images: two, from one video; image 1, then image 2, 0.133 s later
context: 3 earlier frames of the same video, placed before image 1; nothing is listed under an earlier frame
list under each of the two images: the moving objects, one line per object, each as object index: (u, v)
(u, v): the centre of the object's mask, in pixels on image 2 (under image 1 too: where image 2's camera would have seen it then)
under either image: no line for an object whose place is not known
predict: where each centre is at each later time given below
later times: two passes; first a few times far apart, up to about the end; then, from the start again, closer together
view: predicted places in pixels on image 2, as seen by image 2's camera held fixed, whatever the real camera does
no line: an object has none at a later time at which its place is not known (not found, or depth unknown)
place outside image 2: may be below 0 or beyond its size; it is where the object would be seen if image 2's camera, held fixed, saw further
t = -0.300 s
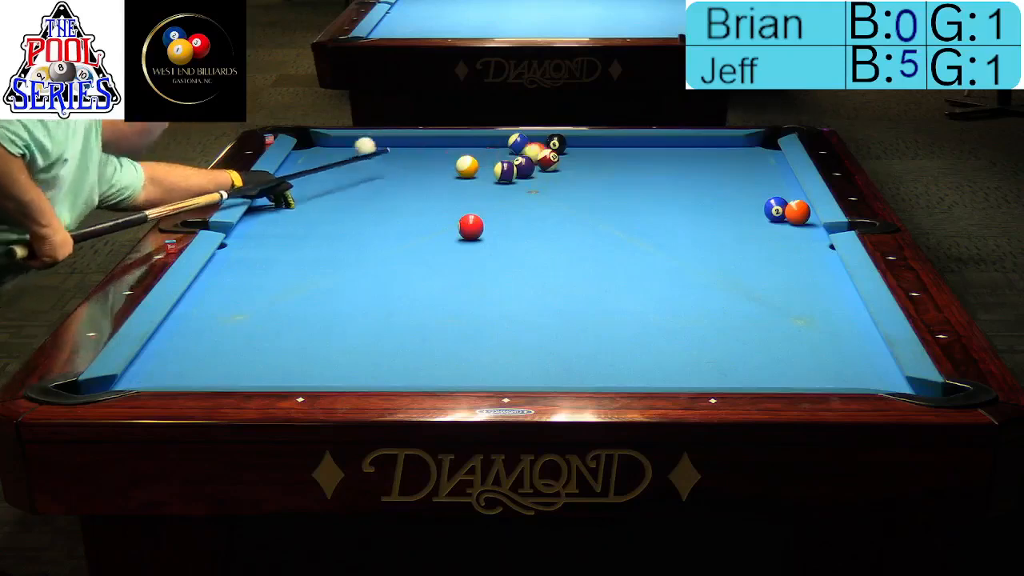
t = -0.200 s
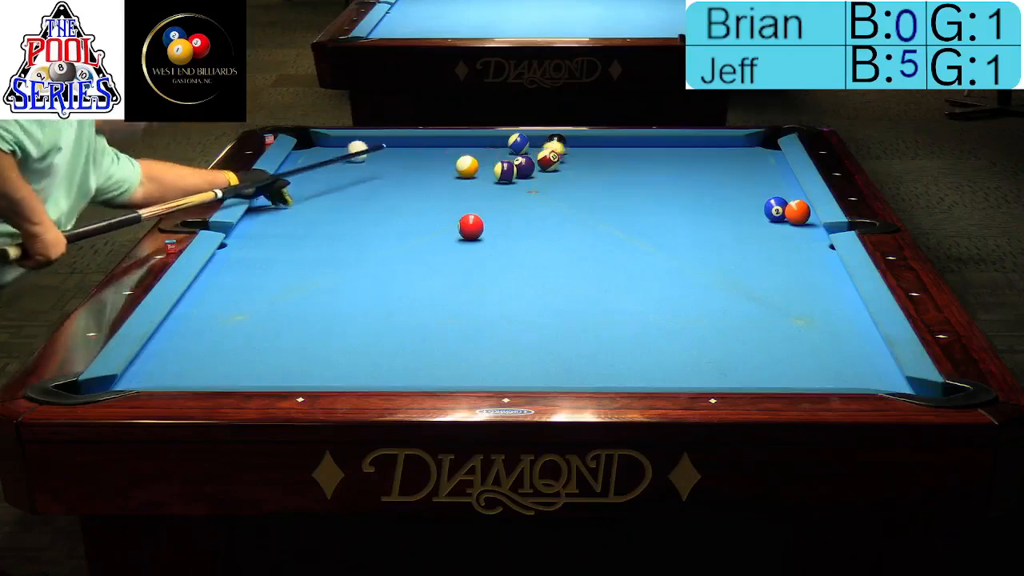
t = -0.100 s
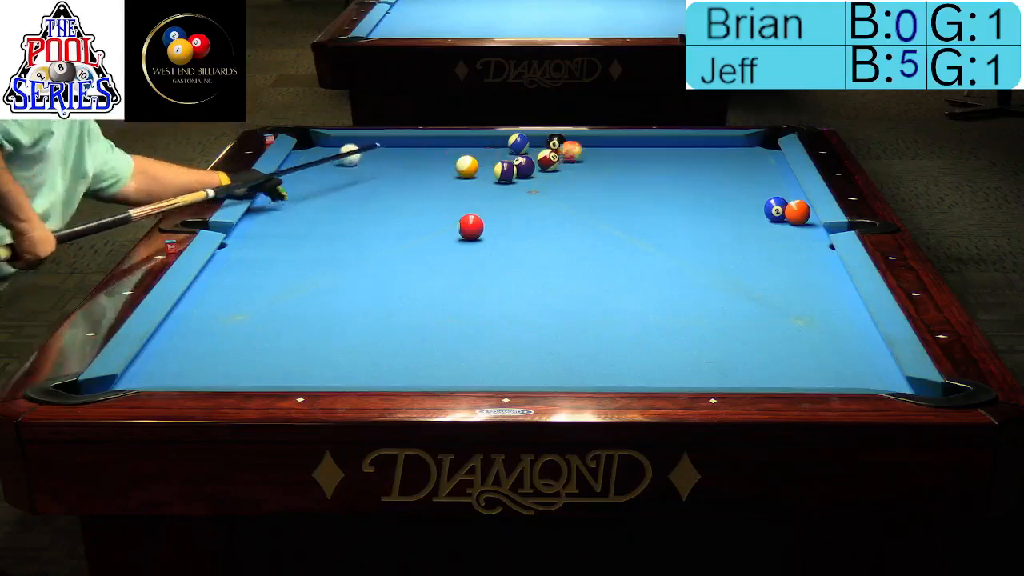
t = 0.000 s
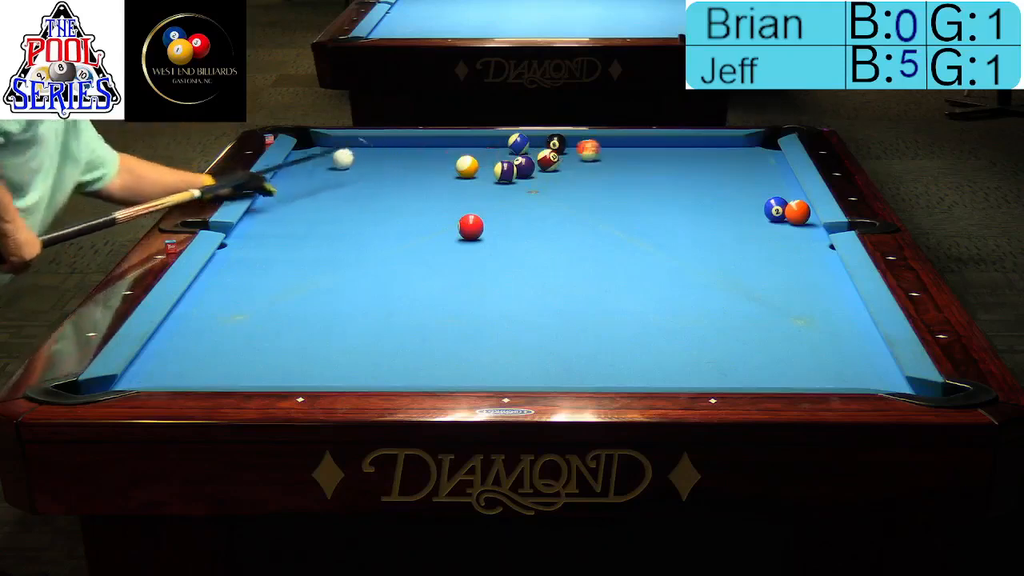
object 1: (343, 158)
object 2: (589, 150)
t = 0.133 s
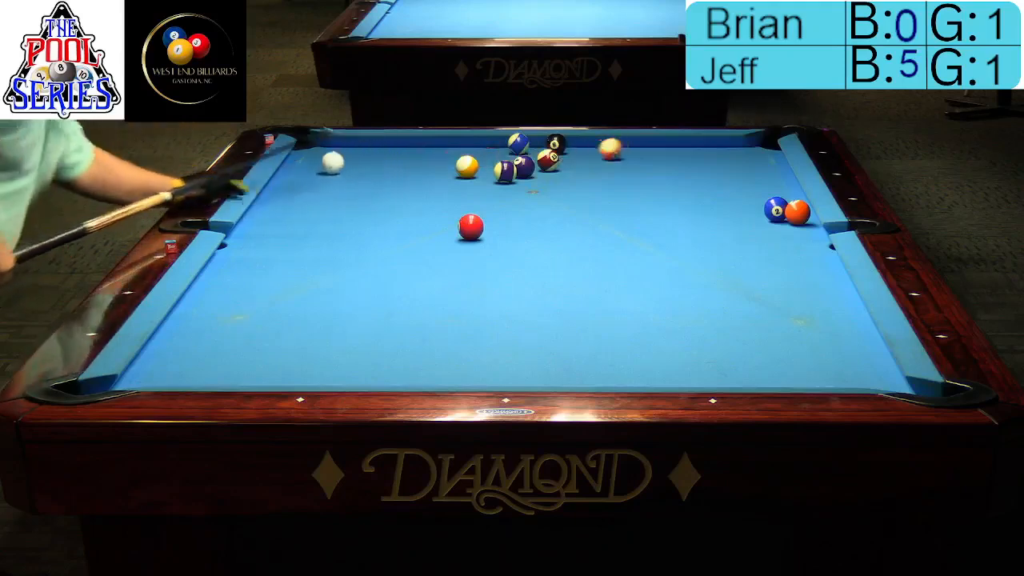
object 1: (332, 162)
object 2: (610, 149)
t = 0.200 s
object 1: (327, 164)
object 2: (622, 148)
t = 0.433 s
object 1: (310, 173)
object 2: (658, 147)
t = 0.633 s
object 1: (295, 180)
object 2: (689, 145)
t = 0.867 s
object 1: (277, 188)
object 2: (721, 143)
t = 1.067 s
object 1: (275, 194)
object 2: (749, 142)
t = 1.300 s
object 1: (279, 200)
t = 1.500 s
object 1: (281, 205)
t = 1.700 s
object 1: (284, 210)
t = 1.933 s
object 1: (287, 215)
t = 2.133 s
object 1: (290, 220)
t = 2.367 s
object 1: (293, 225)
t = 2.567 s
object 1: (295, 229)
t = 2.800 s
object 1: (298, 233)
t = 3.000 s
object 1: (301, 236)
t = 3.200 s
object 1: (303, 240)
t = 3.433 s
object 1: (305, 243)
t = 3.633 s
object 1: (307, 245)
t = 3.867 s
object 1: (309, 248)
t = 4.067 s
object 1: (311, 250)
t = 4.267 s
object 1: (313, 251)
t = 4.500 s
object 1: (315, 252)
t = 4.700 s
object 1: (316, 253)
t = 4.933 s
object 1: (316, 253)
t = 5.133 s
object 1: (316, 253)
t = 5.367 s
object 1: (316, 252)
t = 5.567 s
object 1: (316, 252)
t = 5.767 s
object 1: (316, 252)
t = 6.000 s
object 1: (316, 252)
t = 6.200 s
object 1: (316, 252)
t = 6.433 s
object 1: (316, 253)
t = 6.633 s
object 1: (316, 253)
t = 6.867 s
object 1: (316, 253)
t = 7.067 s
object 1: (316, 253)
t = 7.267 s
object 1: (316, 253)
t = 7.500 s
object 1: (316, 253)
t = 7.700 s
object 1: (316, 253)
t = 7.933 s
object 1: (316, 253)
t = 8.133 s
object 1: (316, 252)
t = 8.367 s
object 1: (316, 253)
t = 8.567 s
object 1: (316, 253)
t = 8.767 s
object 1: (316, 253)
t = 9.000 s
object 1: (316, 253)
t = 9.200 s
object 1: (316, 253)
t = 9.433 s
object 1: (316, 253)
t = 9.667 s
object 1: (316, 253)
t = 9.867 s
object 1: (316, 253)
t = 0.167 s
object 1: (330, 163)
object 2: (616, 148)
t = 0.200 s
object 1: (327, 164)
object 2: (622, 148)
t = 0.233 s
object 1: (325, 166)
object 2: (627, 148)
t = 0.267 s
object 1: (322, 167)
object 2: (632, 148)
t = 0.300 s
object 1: (320, 168)
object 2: (638, 147)
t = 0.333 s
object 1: (318, 169)
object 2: (643, 147)
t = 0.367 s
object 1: (315, 171)
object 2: (648, 147)
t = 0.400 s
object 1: (312, 172)
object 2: (654, 147)
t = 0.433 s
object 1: (310, 173)
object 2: (658, 147)
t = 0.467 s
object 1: (307, 174)
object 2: (663, 146)
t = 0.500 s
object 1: (305, 175)
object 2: (668, 146)
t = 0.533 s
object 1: (302, 176)
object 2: (673, 145)
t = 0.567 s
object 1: (299, 178)
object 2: (679, 145)
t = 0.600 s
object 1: (297, 179)
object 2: (684, 145)
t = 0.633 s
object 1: (295, 180)
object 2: (689, 145)
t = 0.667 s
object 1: (292, 181)
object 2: (694, 145)
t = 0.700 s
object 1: (290, 182)
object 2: (698, 144)
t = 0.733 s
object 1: (287, 184)
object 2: (703, 144)
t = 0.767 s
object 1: (284, 185)
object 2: (707, 144)
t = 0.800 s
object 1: (281, 186)
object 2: (712, 144)
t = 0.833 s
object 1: (279, 187)
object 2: (717, 144)
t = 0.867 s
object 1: (277, 188)
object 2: (721, 143)
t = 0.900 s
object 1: (274, 189)
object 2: (726, 143)
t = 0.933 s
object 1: (274, 190)
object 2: (731, 143)
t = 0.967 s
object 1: (274, 191)
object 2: (734, 142)
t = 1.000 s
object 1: (274, 192)
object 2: (739, 142)
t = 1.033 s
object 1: (275, 193)
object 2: (744, 142)
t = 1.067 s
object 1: (275, 194)
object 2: (749, 142)
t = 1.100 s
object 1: (276, 195)
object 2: (753, 141)
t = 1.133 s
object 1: (276, 195)
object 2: (758, 142)
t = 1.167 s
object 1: (277, 196)
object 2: (761, 141)
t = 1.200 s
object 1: (277, 197)
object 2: (766, 141)
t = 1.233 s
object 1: (278, 198)
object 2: (769, 141)
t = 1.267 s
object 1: (278, 199)
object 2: (772, 140)
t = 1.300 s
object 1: (279, 200)
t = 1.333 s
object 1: (279, 201)
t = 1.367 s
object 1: (280, 202)
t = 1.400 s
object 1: (280, 202)
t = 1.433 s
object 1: (281, 203)
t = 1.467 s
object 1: (281, 204)
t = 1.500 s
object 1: (281, 205)
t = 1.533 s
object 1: (282, 206)
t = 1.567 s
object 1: (282, 207)
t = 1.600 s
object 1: (283, 207)
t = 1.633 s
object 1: (283, 208)
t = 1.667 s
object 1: (284, 209)
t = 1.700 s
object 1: (284, 210)
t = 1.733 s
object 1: (284, 211)
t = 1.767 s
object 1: (285, 212)
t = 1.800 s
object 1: (285, 212)
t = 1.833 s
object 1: (286, 213)
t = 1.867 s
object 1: (286, 214)
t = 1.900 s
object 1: (287, 215)
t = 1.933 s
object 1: (287, 215)
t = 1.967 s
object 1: (288, 216)
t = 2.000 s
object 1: (288, 217)
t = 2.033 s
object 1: (288, 218)
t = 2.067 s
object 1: (289, 218)
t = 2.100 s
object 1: (289, 219)
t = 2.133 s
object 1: (290, 220)
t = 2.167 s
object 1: (290, 221)
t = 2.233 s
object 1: (291, 222)
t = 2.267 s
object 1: (291, 223)
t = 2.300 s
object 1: (291, 223)
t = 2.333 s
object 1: (292, 224)
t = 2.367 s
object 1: (293, 225)
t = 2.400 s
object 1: (293, 226)
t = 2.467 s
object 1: (294, 227)
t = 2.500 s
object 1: (294, 227)
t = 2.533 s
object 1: (294, 228)
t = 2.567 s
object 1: (295, 229)
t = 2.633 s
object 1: (296, 230)
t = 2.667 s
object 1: (296, 231)
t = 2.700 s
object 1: (297, 232)
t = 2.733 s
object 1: (297, 232)
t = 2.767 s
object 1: (298, 233)
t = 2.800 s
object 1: (298, 233)
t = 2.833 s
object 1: (299, 234)
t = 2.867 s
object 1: (299, 234)
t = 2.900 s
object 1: (300, 235)
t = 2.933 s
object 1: (301, 237)
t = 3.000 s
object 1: (301, 236)
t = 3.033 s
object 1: (301, 237)
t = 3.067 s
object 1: (302, 238)
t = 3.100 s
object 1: (302, 238)
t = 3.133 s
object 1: (303, 239)
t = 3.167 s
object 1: (303, 239)
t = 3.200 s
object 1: (303, 240)
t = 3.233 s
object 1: (304, 240)
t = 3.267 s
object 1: (304, 241)
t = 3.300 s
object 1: (304, 241)
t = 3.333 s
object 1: (304, 242)
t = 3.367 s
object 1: (305, 242)
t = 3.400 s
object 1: (305, 243)
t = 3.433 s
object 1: (305, 243)
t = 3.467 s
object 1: (306, 244)
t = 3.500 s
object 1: (306, 244)
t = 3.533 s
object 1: (306, 245)
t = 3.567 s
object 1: (306, 245)
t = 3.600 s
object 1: (307, 245)
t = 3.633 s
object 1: (307, 245)
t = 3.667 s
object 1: (308, 246)
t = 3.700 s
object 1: (308, 246)
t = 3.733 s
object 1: (308, 247)
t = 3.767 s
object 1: (309, 247)
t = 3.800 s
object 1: (309, 248)
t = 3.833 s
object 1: (309, 248)
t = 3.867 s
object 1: (309, 248)
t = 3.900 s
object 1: (310, 248)
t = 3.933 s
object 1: (310, 249)
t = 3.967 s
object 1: (310, 249)
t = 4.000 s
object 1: (310, 249)
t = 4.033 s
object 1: (311, 249)
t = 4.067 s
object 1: (311, 250)
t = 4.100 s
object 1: (311, 250)
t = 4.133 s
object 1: (312, 250)
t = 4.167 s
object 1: (312, 250)
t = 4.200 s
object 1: (313, 251)
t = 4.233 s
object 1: (313, 251)
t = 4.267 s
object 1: (313, 251)
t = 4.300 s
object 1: (313, 251)
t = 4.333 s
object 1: (314, 251)
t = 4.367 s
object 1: (314, 252)
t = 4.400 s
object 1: (314, 252)
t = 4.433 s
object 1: (315, 252)
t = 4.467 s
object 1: (315, 252)
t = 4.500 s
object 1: (315, 252)
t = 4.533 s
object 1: (316, 252)
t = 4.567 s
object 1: (316, 252)
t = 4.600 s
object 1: (316, 252)
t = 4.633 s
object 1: (316, 252)
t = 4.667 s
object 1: (316, 252)
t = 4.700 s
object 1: (316, 253)
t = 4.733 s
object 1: (316, 252)
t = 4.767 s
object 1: (316, 253)
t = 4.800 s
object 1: (316, 253)
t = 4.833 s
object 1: (316, 253)
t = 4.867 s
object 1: (316, 253)
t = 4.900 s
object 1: (316, 253)
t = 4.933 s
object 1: (316, 253)
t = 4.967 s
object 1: (316, 253)
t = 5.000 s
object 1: (316, 253)
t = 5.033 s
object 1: (316, 252)
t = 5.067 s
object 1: (316, 253)
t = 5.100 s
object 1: (316, 253)
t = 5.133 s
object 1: (316, 253)
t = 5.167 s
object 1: (316, 252)
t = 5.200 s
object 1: (316, 252)
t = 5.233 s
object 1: (316, 253)
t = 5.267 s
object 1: (316, 253)
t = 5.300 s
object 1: (316, 252)
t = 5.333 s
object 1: (316, 253)
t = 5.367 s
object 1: (316, 252)
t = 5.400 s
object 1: (316, 252)
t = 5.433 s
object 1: (316, 252)
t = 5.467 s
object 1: (316, 252)
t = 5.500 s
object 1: (316, 252)
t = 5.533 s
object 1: (316, 252)
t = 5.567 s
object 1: (316, 252)
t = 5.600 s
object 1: (316, 252)
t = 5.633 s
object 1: (316, 252)
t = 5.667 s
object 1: (316, 252)
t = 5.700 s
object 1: (316, 252)
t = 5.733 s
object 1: (316, 252)
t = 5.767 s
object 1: (316, 252)
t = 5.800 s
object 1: (316, 252)
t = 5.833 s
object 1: (316, 252)
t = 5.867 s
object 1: (316, 252)
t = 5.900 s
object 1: (316, 252)
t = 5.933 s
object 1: (316, 252)
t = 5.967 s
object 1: (316, 252)
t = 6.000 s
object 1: (316, 252)
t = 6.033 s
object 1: (316, 253)
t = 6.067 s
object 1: (316, 253)
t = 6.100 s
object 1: (316, 252)
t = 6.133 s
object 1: (316, 252)
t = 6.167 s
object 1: (316, 252)
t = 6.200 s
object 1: (316, 252)
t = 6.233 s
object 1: (316, 252)
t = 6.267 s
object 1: (316, 252)
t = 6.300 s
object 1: (316, 253)
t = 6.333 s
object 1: (316, 253)
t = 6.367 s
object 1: (316, 253)
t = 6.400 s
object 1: (316, 253)
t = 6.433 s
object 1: (316, 253)
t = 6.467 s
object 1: (316, 253)
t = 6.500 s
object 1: (316, 253)
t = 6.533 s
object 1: (316, 253)
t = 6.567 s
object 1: (316, 253)
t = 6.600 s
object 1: (316, 253)
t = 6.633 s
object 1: (316, 253)
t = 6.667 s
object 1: (316, 253)
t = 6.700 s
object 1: (316, 253)
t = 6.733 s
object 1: (316, 253)
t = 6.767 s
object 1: (316, 253)
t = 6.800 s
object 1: (316, 253)
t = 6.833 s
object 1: (316, 253)
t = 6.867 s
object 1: (316, 253)
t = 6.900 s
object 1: (316, 253)
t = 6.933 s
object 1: (316, 253)
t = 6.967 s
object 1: (316, 253)
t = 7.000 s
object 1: (316, 253)
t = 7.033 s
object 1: (316, 253)
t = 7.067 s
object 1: (316, 253)
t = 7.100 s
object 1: (316, 253)
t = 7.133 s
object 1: (316, 253)
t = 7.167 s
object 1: (316, 253)
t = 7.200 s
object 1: (316, 253)
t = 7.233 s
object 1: (316, 253)
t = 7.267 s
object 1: (316, 253)
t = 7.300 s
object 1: (316, 253)
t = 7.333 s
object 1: (316, 253)
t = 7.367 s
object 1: (316, 253)
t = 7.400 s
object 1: (316, 253)
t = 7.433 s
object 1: (316, 253)
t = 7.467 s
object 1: (316, 253)
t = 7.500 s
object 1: (316, 253)
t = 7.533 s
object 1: (316, 253)
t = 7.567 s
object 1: (316, 253)
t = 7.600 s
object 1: (316, 253)
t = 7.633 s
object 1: (316, 253)
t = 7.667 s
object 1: (316, 253)
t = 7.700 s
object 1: (316, 253)
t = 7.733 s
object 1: (316, 253)
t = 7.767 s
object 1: (316, 253)
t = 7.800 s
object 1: (316, 253)
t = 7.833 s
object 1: (316, 253)
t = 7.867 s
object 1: (316, 253)
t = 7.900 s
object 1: (316, 253)
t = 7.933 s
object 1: (316, 253)
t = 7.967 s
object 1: (316, 252)
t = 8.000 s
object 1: (316, 252)
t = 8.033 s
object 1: (316, 252)
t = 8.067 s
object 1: (316, 253)
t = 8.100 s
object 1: (316, 253)
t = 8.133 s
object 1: (316, 252)
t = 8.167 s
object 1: (316, 252)
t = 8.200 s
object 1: (316, 252)
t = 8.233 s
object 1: (316, 252)
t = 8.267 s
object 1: (316, 253)
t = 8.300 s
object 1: (316, 253)
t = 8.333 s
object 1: (316, 253)
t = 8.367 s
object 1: (316, 253)
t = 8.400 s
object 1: (316, 253)
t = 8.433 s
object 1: (316, 253)
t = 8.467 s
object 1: (316, 253)
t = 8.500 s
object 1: (316, 253)
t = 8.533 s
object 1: (316, 253)
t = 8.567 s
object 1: (316, 253)
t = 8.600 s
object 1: (316, 253)
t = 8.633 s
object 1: (316, 253)
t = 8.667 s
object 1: (316, 253)
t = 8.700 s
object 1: (316, 253)
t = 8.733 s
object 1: (316, 253)
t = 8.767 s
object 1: (316, 253)
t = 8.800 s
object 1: (316, 253)
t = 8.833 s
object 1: (316, 253)
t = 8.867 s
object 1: (316, 253)
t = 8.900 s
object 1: (316, 253)
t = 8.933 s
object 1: (316, 253)
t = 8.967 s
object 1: (316, 253)
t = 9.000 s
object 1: (316, 253)
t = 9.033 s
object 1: (316, 253)
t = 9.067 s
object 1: (316, 253)
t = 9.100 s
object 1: (316, 253)
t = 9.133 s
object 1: (316, 253)
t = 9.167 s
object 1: (316, 253)
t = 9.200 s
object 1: (316, 253)
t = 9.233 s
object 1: (316, 253)
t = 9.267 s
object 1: (316, 253)
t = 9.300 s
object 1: (316, 253)
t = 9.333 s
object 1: (316, 253)
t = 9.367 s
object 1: (316, 253)
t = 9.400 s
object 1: (316, 253)
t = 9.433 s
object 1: (316, 253)
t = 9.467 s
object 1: (316, 253)
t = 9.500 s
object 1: (316, 253)
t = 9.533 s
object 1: (316, 253)
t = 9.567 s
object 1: (316, 253)
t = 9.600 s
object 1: (316, 253)
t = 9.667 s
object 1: (316, 253)
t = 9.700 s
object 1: (316, 253)
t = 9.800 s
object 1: (316, 253)
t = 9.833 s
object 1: (316, 253)
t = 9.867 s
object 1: (316, 253)
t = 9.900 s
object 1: (316, 253)
